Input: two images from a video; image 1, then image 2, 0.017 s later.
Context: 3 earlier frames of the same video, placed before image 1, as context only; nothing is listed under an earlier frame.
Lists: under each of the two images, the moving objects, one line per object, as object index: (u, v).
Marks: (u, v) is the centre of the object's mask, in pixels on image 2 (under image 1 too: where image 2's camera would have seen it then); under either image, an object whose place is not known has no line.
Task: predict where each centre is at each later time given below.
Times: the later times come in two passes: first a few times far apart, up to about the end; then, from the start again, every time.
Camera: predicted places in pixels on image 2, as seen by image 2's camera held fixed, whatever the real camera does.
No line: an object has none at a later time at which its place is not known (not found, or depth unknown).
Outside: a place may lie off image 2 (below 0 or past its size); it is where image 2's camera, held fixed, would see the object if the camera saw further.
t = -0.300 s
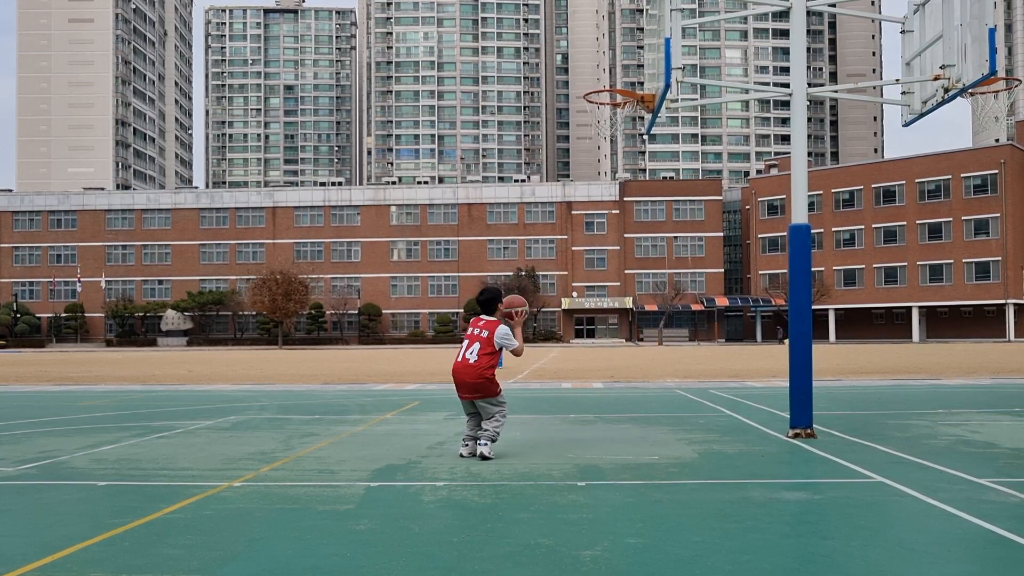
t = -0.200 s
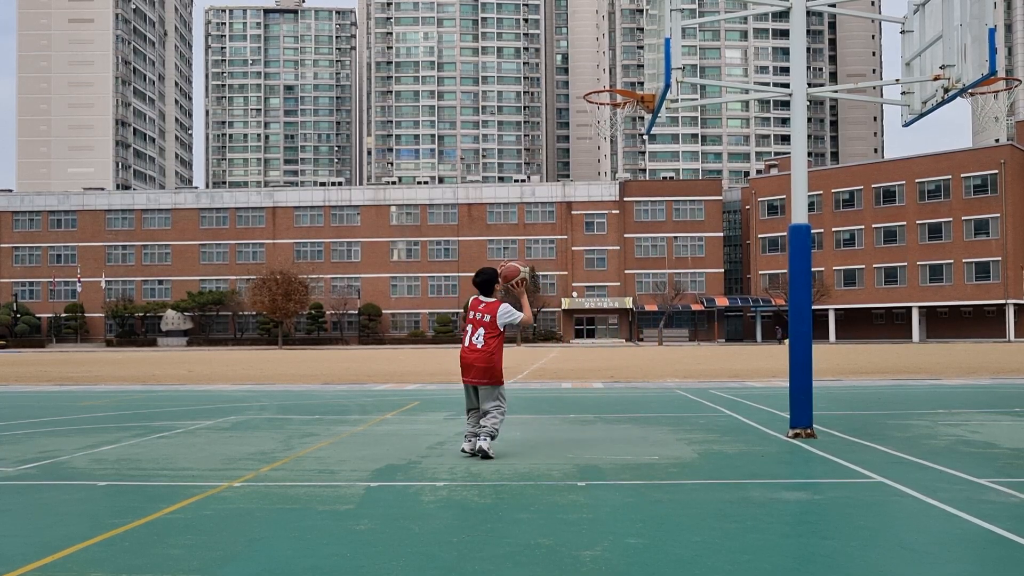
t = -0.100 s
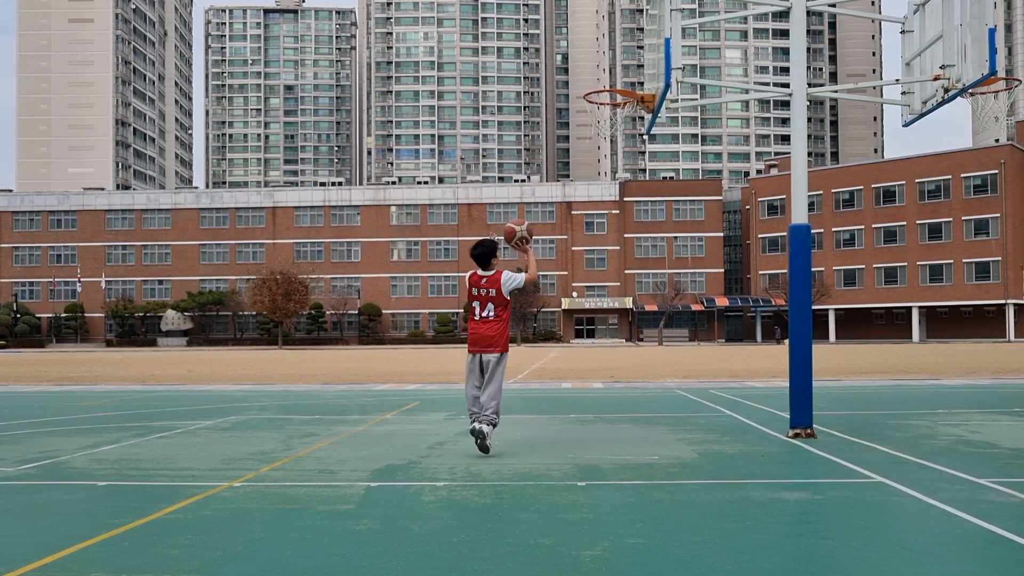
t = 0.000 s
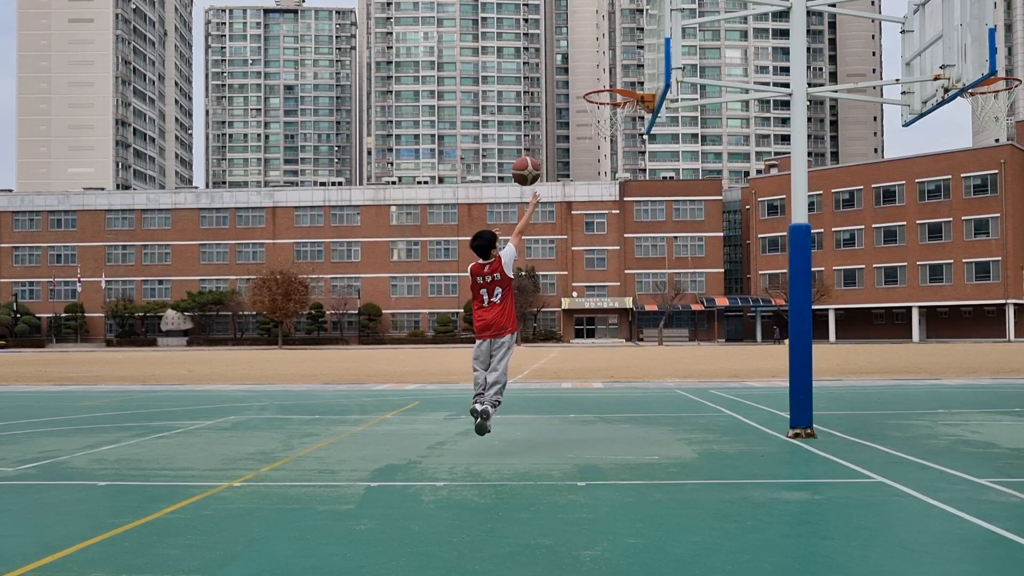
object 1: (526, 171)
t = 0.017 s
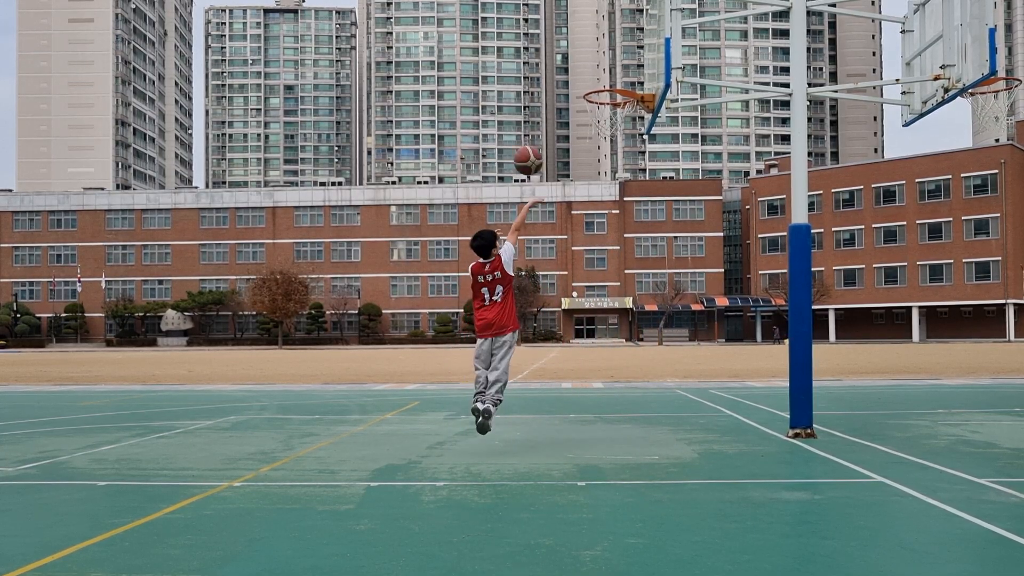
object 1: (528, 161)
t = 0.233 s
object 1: (555, 56)
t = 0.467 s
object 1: (583, 12)
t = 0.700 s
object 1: (610, 29)
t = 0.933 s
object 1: (630, 67)
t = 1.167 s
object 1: (629, 46)
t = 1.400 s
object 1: (630, 83)
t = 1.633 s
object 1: (597, 71)
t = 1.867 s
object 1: (565, 85)
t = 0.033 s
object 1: (530, 150)
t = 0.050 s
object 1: (533, 140)
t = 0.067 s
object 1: (535, 131)
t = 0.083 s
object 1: (537, 121)
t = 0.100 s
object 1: (539, 113)
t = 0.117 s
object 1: (541, 104)
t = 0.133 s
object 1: (543, 96)
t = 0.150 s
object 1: (545, 89)
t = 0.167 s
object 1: (547, 82)
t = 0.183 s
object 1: (549, 75)
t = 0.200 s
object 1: (551, 68)
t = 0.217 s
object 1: (554, 62)
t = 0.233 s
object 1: (555, 56)
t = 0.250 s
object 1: (558, 51)
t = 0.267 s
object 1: (560, 46)
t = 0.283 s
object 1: (562, 41)
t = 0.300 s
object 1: (563, 37)
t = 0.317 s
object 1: (566, 33)
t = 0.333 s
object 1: (567, 29)
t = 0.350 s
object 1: (569, 26)
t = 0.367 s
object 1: (572, 23)
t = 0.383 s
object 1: (574, 20)
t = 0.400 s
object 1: (576, 18)
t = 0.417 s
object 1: (578, 16)
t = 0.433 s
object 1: (579, 14)
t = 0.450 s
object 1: (581, 13)
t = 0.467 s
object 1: (583, 12)
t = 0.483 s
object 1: (585, 12)
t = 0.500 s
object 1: (587, 11)
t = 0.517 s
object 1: (589, 11)
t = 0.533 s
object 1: (591, 11)
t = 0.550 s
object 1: (593, 11)
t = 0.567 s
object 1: (595, 12)
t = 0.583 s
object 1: (597, 12)
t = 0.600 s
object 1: (599, 14)
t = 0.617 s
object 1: (601, 16)
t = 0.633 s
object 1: (602, 18)
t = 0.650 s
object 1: (604, 20)
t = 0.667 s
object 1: (606, 22)
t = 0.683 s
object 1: (608, 25)
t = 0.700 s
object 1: (610, 29)
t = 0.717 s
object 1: (612, 32)
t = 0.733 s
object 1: (614, 36)
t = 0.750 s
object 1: (616, 40)
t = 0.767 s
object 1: (618, 44)
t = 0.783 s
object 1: (620, 49)
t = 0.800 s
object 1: (621, 53)
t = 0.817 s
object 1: (623, 59)
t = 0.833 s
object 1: (625, 64)
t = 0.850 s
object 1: (627, 70)
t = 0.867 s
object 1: (629, 77)
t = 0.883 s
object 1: (630, 78)
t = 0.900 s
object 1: (630, 74)
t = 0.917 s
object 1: (630, 71)
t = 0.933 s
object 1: (630, 67)
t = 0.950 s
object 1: (629, 63)
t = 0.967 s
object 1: (630, 60)
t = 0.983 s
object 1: (630, 57)
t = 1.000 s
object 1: (629, 54)
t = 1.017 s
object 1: (629, 52)
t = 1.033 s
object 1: (629, 51)
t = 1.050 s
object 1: (629, 49)
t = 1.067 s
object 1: (629, 46)
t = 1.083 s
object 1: (629, 46)
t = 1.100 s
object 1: (629, 45)
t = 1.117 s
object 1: (629, 45)
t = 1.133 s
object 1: (629, 45)
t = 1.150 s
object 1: (629, 46)
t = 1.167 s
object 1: (629, 46)
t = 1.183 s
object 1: (629, 47)
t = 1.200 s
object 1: (629, 48)
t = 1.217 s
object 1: (629, 50)
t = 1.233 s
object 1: (629, 52)
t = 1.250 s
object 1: (629, 54)
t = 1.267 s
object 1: (629, 56)
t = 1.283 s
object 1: (629, 59)
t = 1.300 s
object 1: (629, 63)
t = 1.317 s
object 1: (629, 66)
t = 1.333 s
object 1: (629, 70)
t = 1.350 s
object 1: (629, 74)
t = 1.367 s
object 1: (629, 78)
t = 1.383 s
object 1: (630, 81)
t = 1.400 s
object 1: (630, 83)
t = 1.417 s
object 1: (628, 82)
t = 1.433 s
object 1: (625, 80)
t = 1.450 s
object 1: (623, 78)
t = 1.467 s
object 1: (620, 77)
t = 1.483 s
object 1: (618, 75)
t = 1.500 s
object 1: (615, 74)
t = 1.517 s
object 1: (613, 72)
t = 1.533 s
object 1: (611, 71)
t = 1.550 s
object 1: (608, 71)
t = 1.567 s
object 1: (606, 70)
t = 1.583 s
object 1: (604, 70)
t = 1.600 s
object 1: (602, 70)
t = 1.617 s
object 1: (599, 70)
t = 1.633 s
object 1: (597, 71)
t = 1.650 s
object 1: (595, 72)
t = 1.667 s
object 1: (592, 73)
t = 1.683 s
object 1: (590, 75)
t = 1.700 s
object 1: (588, 77)
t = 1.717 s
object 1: (585, 79)
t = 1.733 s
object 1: (583, 81)
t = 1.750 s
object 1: (581, 83)
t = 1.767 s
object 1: (579, 82)
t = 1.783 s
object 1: (576, 82)
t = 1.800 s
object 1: (574, 82)
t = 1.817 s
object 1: (572, 82)
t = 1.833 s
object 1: (569, 83)
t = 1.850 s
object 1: (567, 84)
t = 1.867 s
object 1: (565, 85)
